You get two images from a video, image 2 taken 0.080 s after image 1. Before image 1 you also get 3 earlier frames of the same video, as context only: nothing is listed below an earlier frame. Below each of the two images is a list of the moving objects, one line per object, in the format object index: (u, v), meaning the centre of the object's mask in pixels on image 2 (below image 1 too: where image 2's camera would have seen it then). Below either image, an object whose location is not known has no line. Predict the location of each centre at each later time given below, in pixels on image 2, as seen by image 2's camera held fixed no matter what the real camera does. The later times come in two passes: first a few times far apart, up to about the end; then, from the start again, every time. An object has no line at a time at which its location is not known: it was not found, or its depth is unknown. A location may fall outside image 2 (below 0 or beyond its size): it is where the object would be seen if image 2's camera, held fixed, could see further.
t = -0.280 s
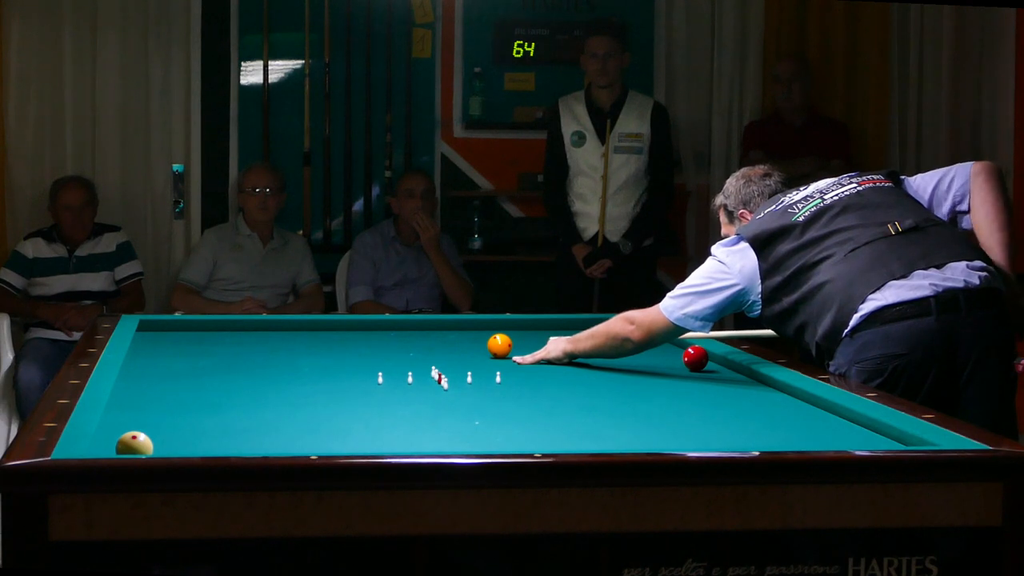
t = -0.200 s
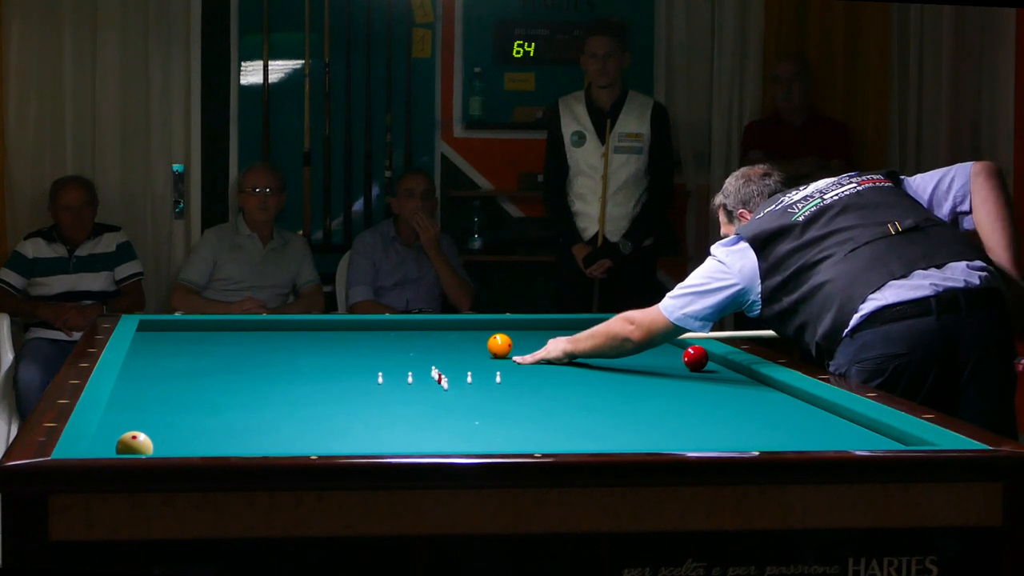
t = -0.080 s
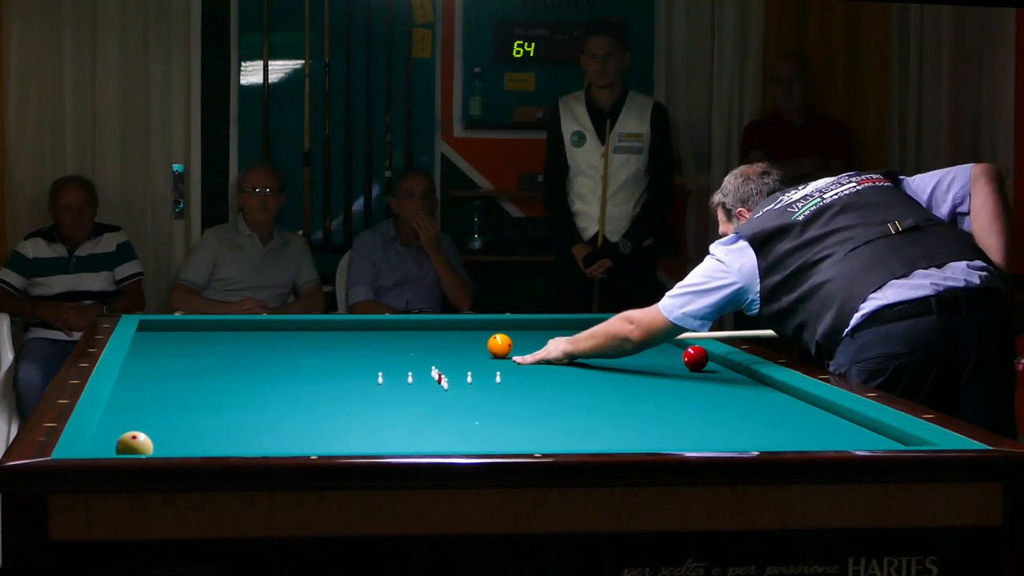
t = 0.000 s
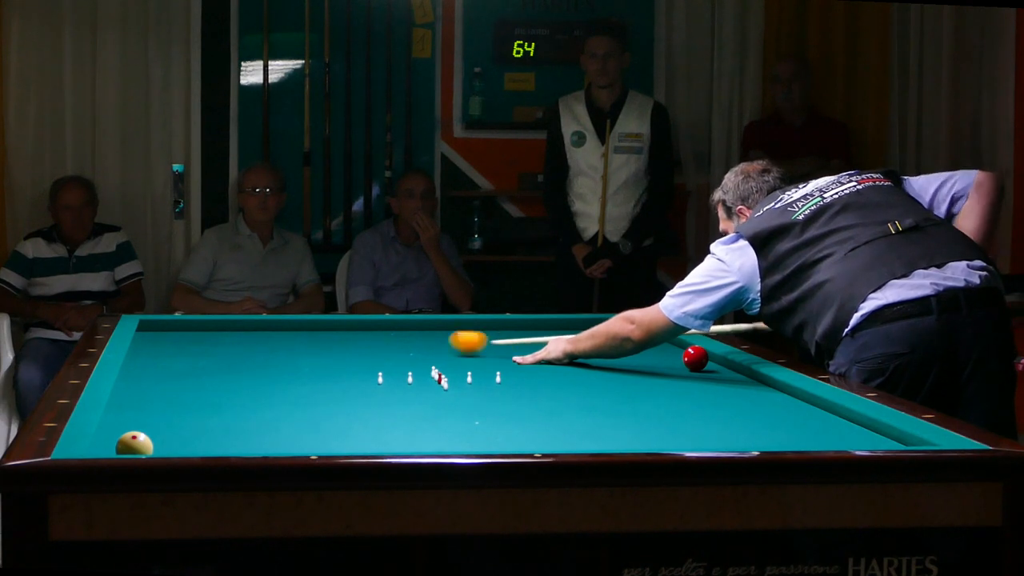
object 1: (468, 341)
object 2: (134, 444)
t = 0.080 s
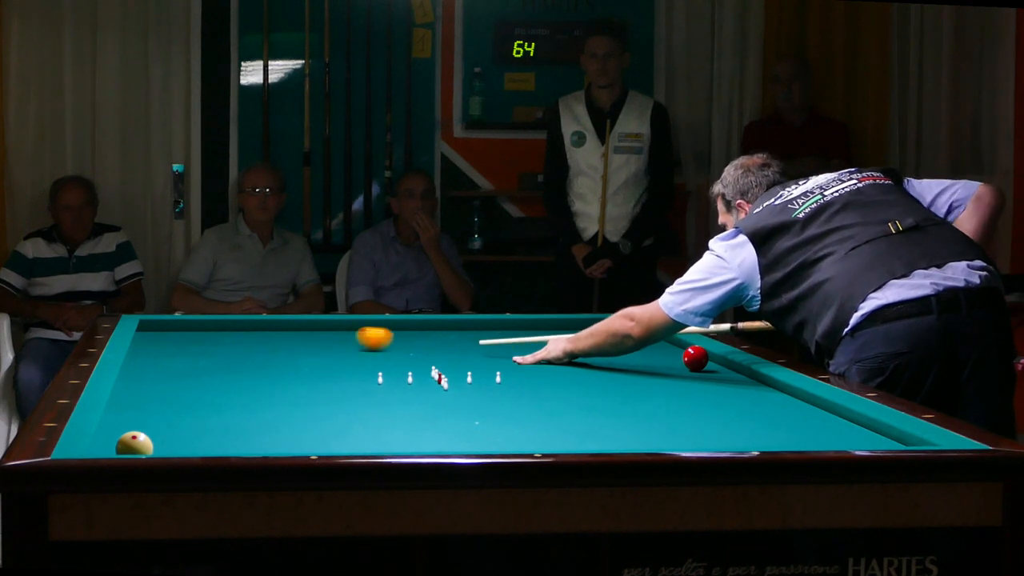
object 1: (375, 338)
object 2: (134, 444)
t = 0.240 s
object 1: (207, 329)
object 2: (134, 444)
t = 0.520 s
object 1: (305, 325)
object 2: (134, 444)
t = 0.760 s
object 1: (468, 334)
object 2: (134, 444)
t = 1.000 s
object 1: (615, 342)
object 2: (134, 444)
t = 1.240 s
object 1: (644, 352)
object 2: (134, 444)
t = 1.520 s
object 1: (568, 366)
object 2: (134, 444)
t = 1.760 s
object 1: (506, 378)
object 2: (134, 444)
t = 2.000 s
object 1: (436, 393)
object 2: (134, 444)
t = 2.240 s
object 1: (357, 409)
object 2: (134, 444)
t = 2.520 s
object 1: (252, 430)
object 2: (134, 444)
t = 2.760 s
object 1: (175, 444)
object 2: (108, 444)
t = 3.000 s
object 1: (187, 448)
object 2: (149, 443)
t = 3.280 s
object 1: (205, 446)
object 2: (150, 436)
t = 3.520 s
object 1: (219, 445)
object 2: (153, 428)
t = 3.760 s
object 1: (233, 444)
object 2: (154, 420)
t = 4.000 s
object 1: (244, 443)
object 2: (156, 412)
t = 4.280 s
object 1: (256, 442)
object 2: (158, 404)
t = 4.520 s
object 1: (265, 442)
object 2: (159, 398)
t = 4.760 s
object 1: (273, 441)
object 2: (161, 392)
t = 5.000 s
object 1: (280, 440)
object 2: (162, 386)
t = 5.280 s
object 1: (286, 440)
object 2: (164, 381)
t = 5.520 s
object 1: (291, 440)
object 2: (165, 376)
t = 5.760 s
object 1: (294, 439)
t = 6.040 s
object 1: (297, 439)
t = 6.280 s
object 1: (299, 439)
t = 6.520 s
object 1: (299, 439)
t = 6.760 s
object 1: (299, 439)
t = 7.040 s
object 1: (299, 439)
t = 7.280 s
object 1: (299, 439)
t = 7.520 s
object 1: (299, 439)
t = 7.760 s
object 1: (299, 439)
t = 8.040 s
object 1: (299, 439)
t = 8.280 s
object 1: (299, 439)
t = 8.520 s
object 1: (299, 439)
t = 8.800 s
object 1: (299, 439)
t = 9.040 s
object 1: (299, 439)
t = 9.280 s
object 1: (299, 439)
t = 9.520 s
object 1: (299, 439)
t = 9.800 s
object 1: (299, 439)
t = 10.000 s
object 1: (299, 439)
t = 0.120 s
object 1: (330, 335)
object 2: (134, 444)
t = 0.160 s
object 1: (287, 333)
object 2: (134, 444)
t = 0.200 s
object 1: (246, 331)
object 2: (134, 444)
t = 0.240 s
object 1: (207, 329)
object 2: (134, 444)
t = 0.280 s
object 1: (169, 327)
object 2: (134, 444)
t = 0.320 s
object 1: (157, 325)
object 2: (134, 444)
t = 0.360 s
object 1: (188, 323)
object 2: (134, 444)
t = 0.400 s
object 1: (218, 321)
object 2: (134, 444)
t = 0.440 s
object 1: (247, 323)
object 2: (134, 444)
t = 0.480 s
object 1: (276, 324)
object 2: (134, 444)
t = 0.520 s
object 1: (305, 325)
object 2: (134, 444)
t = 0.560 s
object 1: (333, 327)
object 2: (134, 444)
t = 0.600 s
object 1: (361, 328)
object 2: (134, 444)
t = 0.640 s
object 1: (388, 330)
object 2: (134, 444)
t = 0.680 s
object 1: (415, 332)
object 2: (134, 444)
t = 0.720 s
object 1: (442, 333)
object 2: (134, 444)
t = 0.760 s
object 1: (468, 334)
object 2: (134, 444)
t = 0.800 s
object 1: (493, 336)
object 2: (134, 444)
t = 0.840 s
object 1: (518, 337)
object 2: (134, 444)
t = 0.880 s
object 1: (542, 339)
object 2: (134, 444)
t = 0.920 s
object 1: (566, 340)
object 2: (134, 444)
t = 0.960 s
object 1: (591, 341)
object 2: (134, 444)
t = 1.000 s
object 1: (615, 342)
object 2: (134, 444)
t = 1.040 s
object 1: (640, 343)
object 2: (134, 444)
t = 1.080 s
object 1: (664, 345)
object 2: (134, 444)
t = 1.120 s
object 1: (683, 344)
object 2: (134, 444)
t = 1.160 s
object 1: (671, 348)
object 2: (134, 444)
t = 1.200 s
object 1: (658, 350)
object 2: (134, 444)
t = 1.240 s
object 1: (644, 352)
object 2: (134, 444)
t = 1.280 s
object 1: (631, 354)
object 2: (134, 444)
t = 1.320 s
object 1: (619, 356)
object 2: (134, 444)
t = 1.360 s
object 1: (608, 358)
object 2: (134, 444)
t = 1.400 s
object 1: (598, 360)
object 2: (134, 444)
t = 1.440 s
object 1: (588, 362)
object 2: (134, 444)
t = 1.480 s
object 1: (578, 364)
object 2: (134, 444)
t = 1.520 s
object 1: (568, 366)
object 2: (134, 444)
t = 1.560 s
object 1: (558, 368)
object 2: (134, 444)
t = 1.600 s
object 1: (548, 370)
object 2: (134, 444)
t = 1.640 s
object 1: (538, 372)
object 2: (134, 444)
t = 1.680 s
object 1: (527, 374)
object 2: (134, 444)
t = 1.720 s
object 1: (517, 376)
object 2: (134, 444)
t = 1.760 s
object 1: (506, 378)
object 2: (134, 444)
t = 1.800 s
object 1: (494, 381)
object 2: (134, 444)
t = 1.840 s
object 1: (483, 383)
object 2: (134, 444)
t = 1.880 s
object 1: (471, 386)
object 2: (134, 444)
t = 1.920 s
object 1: (460, 388)
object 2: (134, 444)
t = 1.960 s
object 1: (448, 390)
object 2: (134, 444)
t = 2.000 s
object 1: (436, 393)
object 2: (134, 444)
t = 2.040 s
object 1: (423, 395)
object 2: (134, 444)
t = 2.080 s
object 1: (410, 398)
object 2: (134, 444)
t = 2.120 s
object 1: (397, 401)
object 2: (134, 444)
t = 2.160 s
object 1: (384, 403)
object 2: (134, 444)
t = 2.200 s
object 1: (370, 406)
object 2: (134, 444)
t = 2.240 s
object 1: (357, 409)
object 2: (134, 444)
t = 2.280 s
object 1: (342, 412)
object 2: (134, 444)
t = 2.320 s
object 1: (328, 415)
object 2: (134, 444)
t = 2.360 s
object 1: (314, 418)
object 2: (134, 444)
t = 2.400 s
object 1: (299, 421)
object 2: (134, 444)
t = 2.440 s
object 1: (283, 424)
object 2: (134, 444)
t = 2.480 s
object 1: (267, 427)
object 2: (134, 444)
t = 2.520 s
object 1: (252, 430)
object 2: (134, 444)
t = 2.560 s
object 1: (235, 434)
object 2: (134, 444)
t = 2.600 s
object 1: (219, 436)
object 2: (134, 444)
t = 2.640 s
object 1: (202, 439)
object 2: (134, 444)
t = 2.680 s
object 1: (184, 441)
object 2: (134, 444)
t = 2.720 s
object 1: (171, 443)
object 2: (130, 443)
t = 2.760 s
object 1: (175, 444)
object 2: (108, 444)
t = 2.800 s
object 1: (177, 446)
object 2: (120, 445)
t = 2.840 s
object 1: (178, 447)
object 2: (134, 445)
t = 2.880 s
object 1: (177, 448)
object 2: (145, 445)
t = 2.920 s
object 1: (177, 447)
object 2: (150, 444)
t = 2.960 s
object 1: (183, 448)
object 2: (150, 444)
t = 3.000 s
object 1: (187, 448)
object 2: (149, 443)
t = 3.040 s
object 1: (190, 448)
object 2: (148, 442)
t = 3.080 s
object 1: (193, 447)
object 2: (148, 441)
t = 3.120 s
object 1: (195, 447)
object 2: (149, 440)
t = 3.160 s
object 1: (198, 447)
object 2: (149, 439)
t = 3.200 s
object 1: (200, 446)
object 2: (149, 438)
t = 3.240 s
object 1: (203, 447)
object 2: (150, 437)
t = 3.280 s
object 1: (205, 446)
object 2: (150, 436)
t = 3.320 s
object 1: (208, 446)
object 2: (151, 435)
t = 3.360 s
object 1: (210, 446)
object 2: (151, 433)
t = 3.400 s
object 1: (213, 446)
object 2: (152, 432)
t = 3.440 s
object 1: (215, 445)
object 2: (152, 430)
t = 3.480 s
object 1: (217, 445)
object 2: (152, 429)
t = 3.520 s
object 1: (219, 445)
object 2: (153, 428)
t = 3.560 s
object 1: (222, 445)
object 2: (153, 426)
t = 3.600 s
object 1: (224, 445)
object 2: (153, 425)
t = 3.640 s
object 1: (226, 445)
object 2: (153, 423)
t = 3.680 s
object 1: (228, 445)
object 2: (154, 422)
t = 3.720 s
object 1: (230, 444)
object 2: (154, 421)
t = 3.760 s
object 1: (233, 444)
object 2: (154, 420)
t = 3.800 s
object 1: (234, 444)
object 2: (154, 418)
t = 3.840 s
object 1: (236, 444)
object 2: (155, 417)
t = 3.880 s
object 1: (238, 444)
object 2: (155, 416)
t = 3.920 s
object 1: (240, 443)
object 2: (155, 415)
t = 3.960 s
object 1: (242, 443)
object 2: (156, 413)
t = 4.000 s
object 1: (244, 443)
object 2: (156, 412)
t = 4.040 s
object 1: (246, 443)
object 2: (156, 411)
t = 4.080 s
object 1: (248, 443)
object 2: (156, 410)
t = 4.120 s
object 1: (249, 443)
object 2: (157, 409)
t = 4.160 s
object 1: (251, 443)
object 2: (157, 407)
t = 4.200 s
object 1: (253, 443)
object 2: (157, 406)
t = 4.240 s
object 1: (255, 443)
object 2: (157, 405)
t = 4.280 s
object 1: (256, 442)
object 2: (158, 404)
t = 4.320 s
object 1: (258, 442)
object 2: (158, 403)
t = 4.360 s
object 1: (260, 442)
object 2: (158, 402)
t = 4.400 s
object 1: (261, 442)
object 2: (158, 401)
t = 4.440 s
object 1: (263, 442)
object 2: (159, 400)
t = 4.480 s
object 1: (264, 442)
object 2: (159, 399)
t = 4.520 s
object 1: (265, 442)
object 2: (159, 398)
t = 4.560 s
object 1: (267, 442)
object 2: (159, 397)
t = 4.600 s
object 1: (268, 441)
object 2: (160, 396)
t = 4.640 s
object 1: (269, 441)
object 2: (160, 395)
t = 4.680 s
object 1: (271, 441)
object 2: (160, 394)
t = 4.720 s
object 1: (272, 441)
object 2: (160, 393)
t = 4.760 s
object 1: (273, 441)
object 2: (161, 392)
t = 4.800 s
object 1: (275, 441)
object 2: (161, 391)
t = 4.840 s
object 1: (276, 441)
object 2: (161, 390)
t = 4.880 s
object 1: (277, 441)
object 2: (161, 389)
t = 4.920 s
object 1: (278, 441)
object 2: (162, 388)
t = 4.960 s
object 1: (279, 441)
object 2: (162, 387)
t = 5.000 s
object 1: (280, 440)
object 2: (162, 386)
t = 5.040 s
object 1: (281, 440)
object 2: (162, 386)
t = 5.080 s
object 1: (282, 440)
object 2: (163, 385)
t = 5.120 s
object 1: (283, 440)
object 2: (163, 384)
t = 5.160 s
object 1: (284, 440)
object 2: (163, 383)
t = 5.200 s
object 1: (285, 440)
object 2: (163, 382)
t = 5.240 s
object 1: (286, 440)
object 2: (164, 381)
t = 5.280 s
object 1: (286, 440)
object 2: (164, 381)
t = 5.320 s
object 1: (287, 440)
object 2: (164, 380)
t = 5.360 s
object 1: (288, 440)
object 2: (164, 379)
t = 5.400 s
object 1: (288, 440)
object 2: (164, 378)
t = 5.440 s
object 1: (289, 440)
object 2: (165, 377)
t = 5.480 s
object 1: (290, 440)
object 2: (165, 377)
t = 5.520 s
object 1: (291, 440)
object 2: (165, 376)
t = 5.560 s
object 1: (291, 440)
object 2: (165, 375)
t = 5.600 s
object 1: (292, 439)
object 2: (165, 374)
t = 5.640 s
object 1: (293, 439)
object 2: (165, 374)
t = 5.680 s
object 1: (293, 439)
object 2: (165, 373)
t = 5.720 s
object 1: (294, 439)
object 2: (165, 372)
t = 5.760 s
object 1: (294, 439)
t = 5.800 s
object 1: (295, 439)
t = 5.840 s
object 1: (295, 439)
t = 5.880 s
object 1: (296, 439)
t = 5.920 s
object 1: (296, 439)
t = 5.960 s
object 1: (297, 439)
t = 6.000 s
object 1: (297, 439)
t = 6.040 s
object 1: (297, 439)
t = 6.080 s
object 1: (298, 439)
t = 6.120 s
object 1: (298, 439)
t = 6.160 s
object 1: (298, 439)
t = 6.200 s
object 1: (298, 439)
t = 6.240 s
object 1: (299, 439)
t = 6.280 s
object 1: (299, 439)
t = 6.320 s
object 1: (299, 439)
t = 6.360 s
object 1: (299, 439)
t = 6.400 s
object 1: (299, 439)
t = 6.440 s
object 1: (299, 439)
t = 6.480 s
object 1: (299, 439)
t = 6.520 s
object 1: (299, 439)
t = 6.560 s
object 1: (299, 439)
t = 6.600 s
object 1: (299, 439)
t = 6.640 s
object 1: (299, 439)
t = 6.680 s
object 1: (299, 439)
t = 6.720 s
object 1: (299, 439)
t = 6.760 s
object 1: (299, 439)
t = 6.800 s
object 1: (299, 439)
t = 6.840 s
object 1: (299, 439)
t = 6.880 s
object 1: (299, 439)
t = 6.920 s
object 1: (299, 439)
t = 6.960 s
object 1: (299, 439)
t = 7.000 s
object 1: (299, 439)
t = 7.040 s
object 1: (299, 439)
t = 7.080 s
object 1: (299, 439)
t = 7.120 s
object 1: (299, 439)
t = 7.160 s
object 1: (299, 439)
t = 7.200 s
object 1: (299, 439)
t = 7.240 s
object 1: (299, 439)
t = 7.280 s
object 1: (299, 439)
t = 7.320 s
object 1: (299, 439)
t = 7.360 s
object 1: (299, 439)
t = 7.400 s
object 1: (299, 439)
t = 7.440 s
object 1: (299, 439)
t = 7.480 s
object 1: (299, 439)
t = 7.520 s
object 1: (299, 439)
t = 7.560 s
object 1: (299, 439)
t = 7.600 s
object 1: (299, 439)
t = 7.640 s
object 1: (299, 439)
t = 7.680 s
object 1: (299, 439)
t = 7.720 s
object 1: (299, 439)
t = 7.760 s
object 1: (299, 439)
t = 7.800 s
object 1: (299, 439)
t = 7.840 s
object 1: (299, 439)
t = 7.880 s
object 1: (299, 439)
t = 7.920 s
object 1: (299, 439)
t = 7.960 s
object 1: (299, 439)
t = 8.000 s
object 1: (299, 439)
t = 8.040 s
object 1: (299, 439)
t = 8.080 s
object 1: (299, 439)
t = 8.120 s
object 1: (299, 439)
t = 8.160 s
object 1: (299, 439)
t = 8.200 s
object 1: (299, 439)
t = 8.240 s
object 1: (299, 439)
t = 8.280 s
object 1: (299, 439)
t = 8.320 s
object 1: (299, 439)
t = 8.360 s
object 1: (299, 439)
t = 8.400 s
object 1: (299, 439)
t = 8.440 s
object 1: (299, 439)
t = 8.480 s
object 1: (299, 439)
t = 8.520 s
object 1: (299, 439)
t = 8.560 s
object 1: (299, 439)
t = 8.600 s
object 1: (299, 439)
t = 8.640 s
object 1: (299, 439)
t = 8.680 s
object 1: (299, 439)
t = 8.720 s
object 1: (299, 439)
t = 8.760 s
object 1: (299, 439)
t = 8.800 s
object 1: (299, 439)
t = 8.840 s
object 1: (299, 439)
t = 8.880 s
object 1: (299, 439)
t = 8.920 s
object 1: (299, 439)
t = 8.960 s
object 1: (299, 439)
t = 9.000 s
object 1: (299, 439)
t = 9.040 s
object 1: (299, 439)
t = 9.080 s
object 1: (299, 439)
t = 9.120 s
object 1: (299, 439)
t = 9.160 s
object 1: (299, 439)
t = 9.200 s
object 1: (299, 439)
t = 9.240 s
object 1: (299, 439)
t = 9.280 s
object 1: (299, 439)
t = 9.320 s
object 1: (299, 439)
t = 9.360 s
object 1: (299, 439)
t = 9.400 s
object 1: (299, 439)
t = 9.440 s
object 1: (299, 439)
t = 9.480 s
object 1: (299, 439)
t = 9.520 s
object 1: (299, 439)
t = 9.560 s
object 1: (299, 439)
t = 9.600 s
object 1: (299, 439)
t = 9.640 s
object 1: (299, 439)
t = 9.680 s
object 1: (299, 439)
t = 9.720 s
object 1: (299, 439)
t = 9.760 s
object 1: (299, 439)
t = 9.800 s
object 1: (299, 439)
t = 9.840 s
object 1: (299, 439)
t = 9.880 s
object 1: (299, 439)
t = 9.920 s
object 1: (299, 439)
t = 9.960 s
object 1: (299, 439)
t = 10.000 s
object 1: (299, 439)
